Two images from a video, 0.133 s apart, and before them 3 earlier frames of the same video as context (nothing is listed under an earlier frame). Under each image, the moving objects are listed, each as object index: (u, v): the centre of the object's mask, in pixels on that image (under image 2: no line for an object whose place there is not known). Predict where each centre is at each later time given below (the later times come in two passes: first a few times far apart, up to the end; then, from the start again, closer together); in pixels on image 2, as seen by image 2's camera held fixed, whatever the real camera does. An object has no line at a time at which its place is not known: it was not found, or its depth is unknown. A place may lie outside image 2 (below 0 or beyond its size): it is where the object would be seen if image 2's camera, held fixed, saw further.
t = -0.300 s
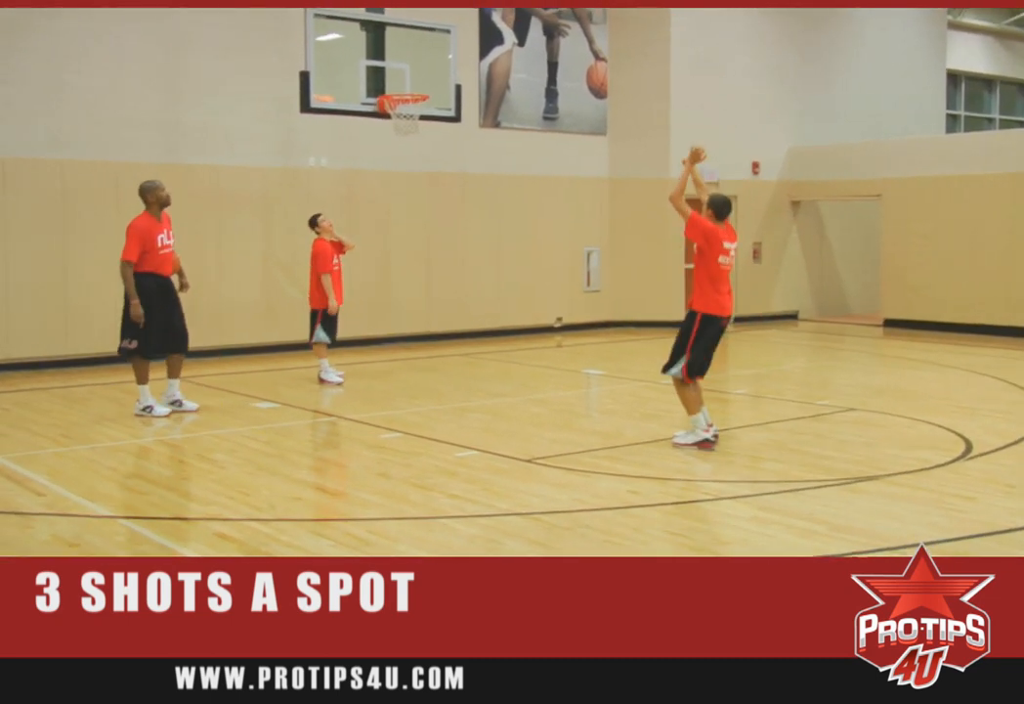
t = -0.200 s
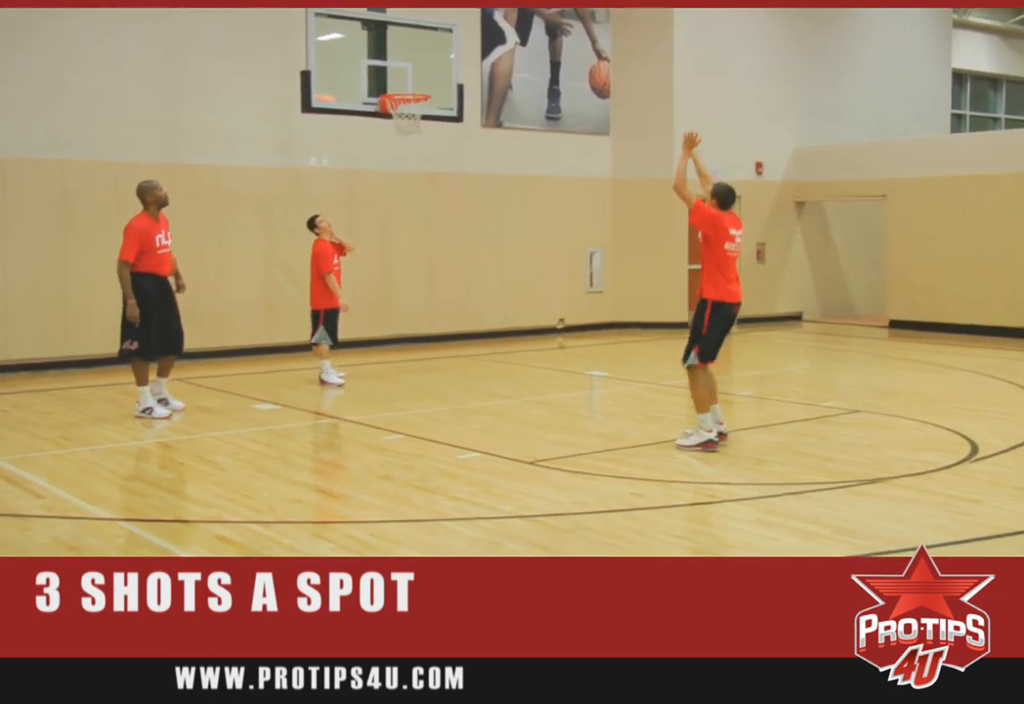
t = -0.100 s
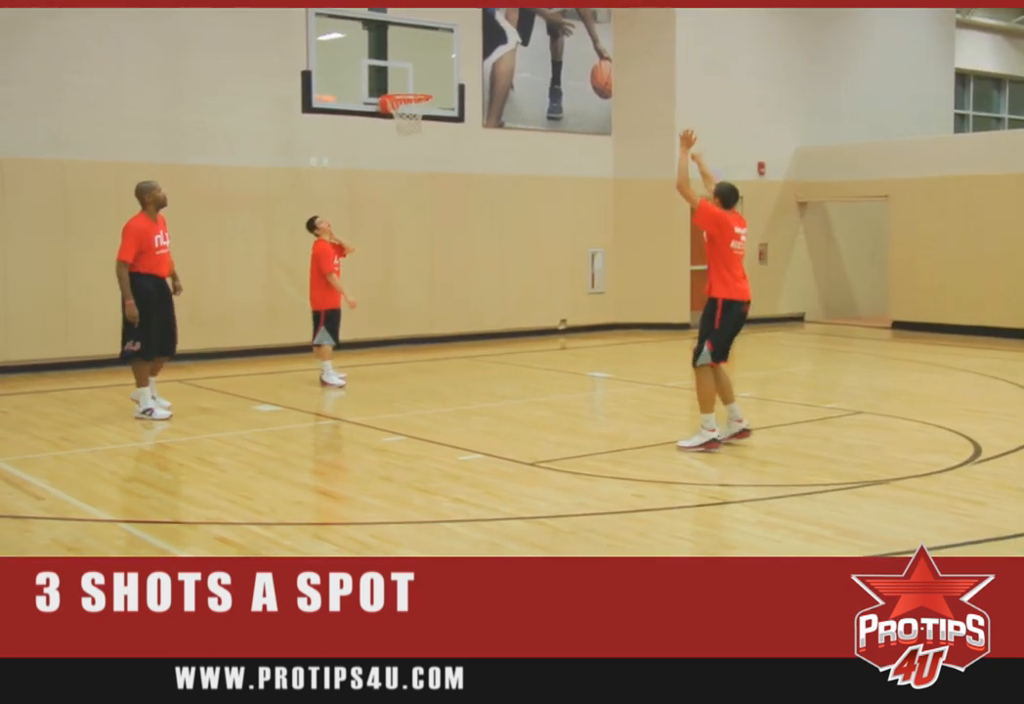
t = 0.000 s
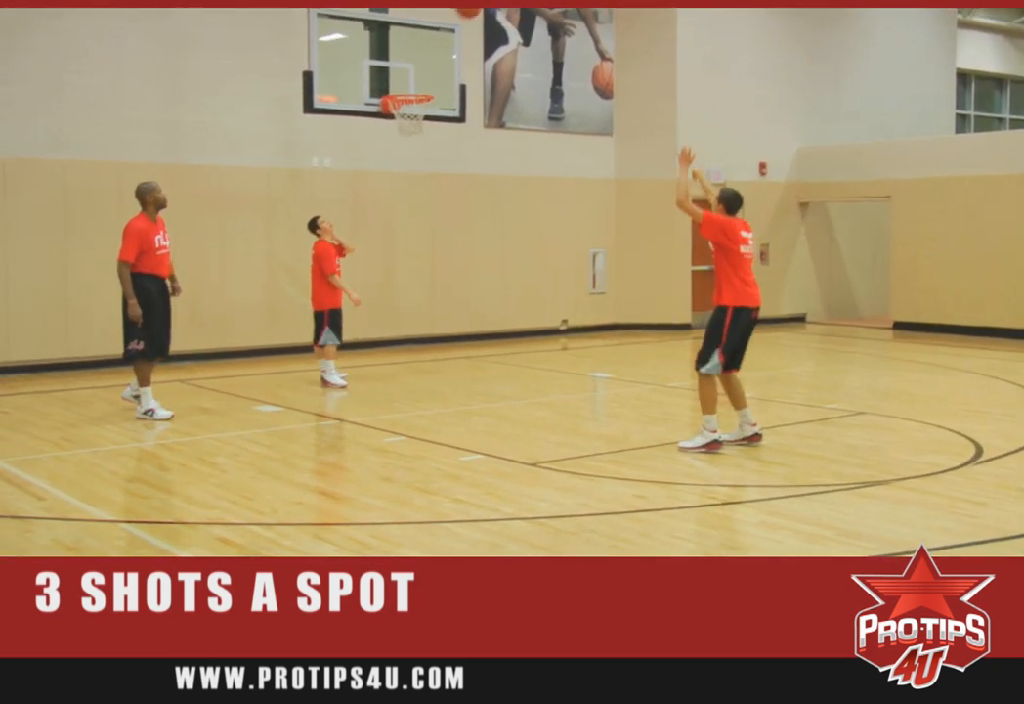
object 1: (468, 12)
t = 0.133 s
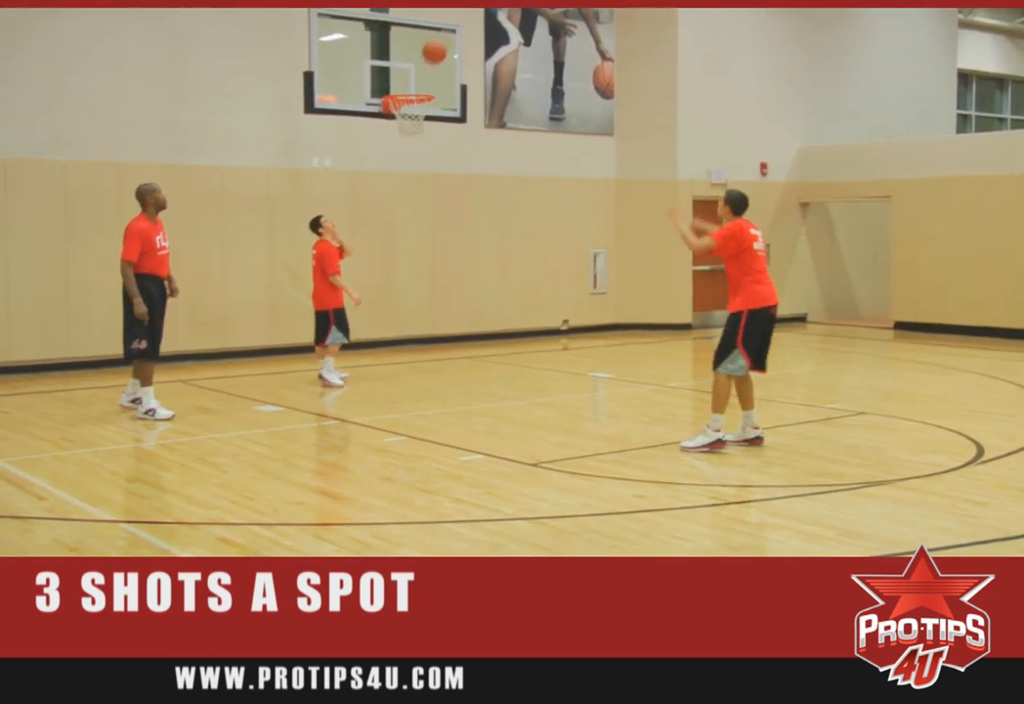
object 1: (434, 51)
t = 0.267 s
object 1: (411, 68)
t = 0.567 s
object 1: (391, 25)
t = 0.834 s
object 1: (372, 57)
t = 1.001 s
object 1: (362, 114)
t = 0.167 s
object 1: (426, 64)
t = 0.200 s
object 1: (418, 77)
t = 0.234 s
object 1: (413, 79)
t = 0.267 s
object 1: (411, 68)
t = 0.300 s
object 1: (409, 60)
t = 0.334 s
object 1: (406, 52)
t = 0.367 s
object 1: (404, 46)
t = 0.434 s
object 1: (400, 34)
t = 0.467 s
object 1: (397, 31)
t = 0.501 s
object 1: (395, 28)
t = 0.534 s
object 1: (393, 26)
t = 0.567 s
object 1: (391, 25)
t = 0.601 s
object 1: (388, 26)
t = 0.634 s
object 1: (386, 27)
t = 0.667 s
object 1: (384, 29)
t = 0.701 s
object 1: (382, 33)
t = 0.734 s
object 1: (379, 37)
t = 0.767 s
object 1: (376, 42)
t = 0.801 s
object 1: (374, 49)
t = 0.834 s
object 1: (372, 57)
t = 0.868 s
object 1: (370, 66)
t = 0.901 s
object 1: (368, 76)
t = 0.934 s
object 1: (366, 87)
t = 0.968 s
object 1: (364, 100)
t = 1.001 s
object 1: (362, 114)
